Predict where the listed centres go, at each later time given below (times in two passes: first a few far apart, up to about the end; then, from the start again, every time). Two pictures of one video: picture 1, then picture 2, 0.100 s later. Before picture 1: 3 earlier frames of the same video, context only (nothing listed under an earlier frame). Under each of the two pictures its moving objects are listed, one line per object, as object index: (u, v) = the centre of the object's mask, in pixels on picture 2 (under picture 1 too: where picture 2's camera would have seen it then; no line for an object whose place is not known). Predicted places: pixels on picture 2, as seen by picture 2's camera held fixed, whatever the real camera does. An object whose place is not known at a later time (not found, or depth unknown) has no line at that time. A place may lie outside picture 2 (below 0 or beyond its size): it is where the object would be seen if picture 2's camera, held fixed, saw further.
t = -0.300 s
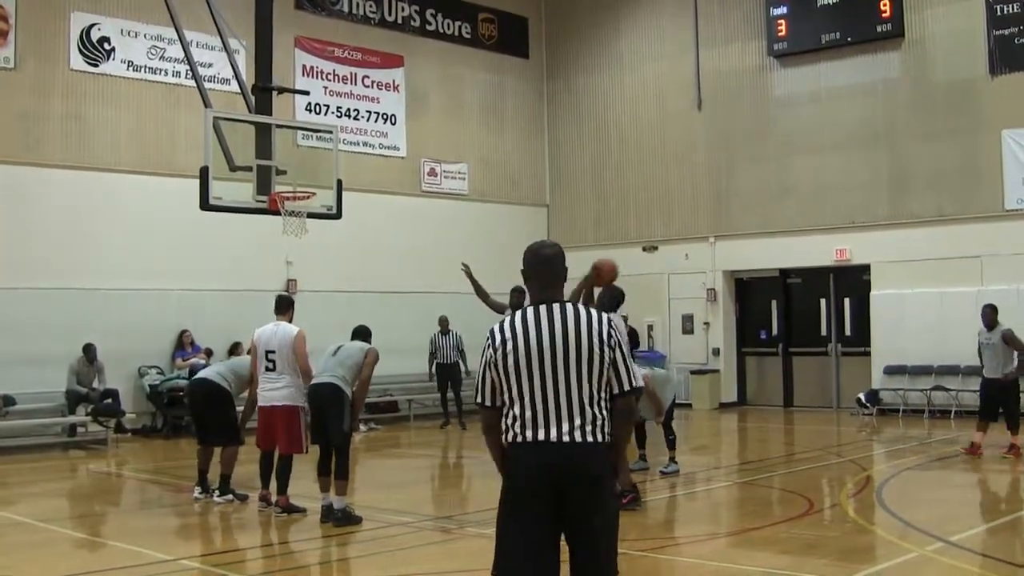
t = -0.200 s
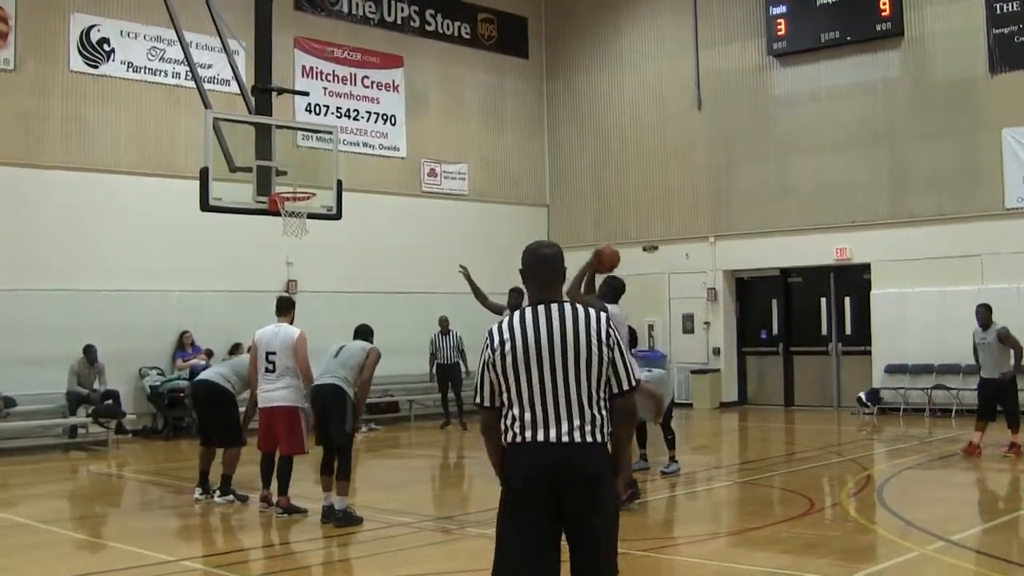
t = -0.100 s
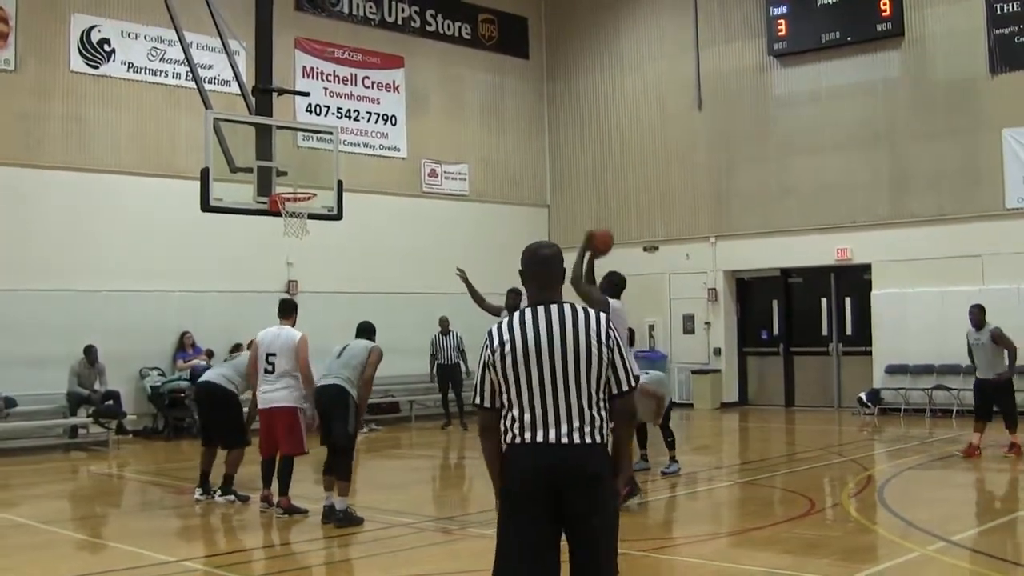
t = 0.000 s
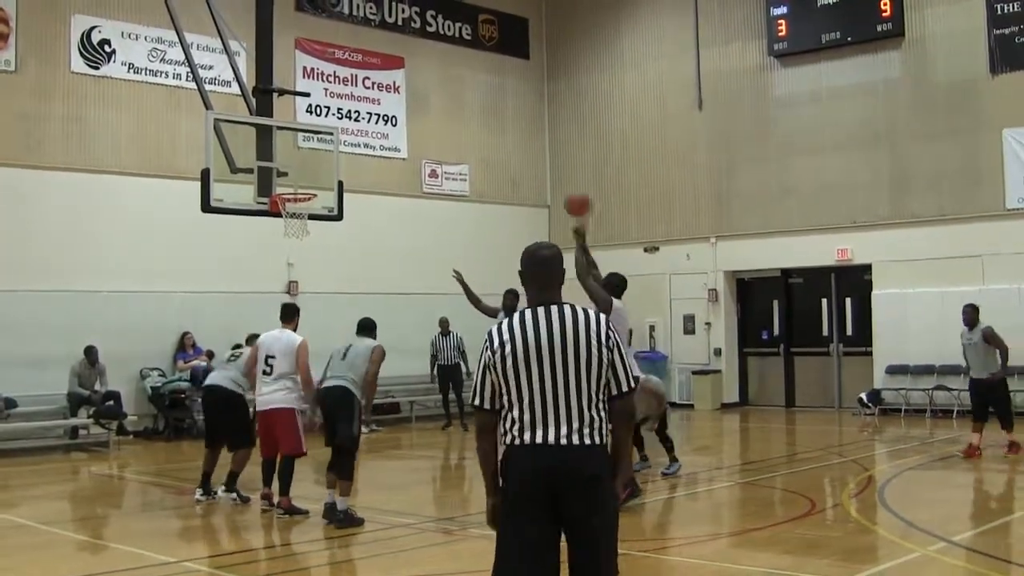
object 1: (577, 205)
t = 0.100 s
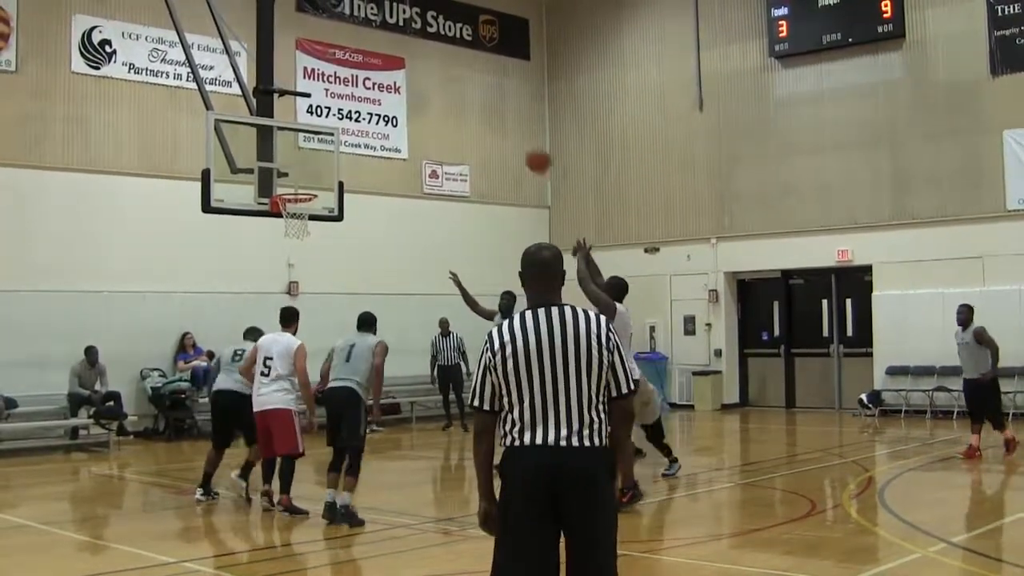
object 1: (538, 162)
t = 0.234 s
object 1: (489, 121)
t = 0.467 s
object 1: (413, 98)
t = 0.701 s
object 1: (347, 127)
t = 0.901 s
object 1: (297, 185)
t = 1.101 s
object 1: (304, 185)
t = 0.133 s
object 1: (525, 149)
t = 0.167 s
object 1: (513, 138)
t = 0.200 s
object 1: (500, 129)
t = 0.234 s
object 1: (489, 121)
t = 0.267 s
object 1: (477, 114)
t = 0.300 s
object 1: (465, 109)
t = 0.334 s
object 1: (455, 105)
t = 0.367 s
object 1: (444, 101)
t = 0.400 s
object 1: (433, 99)
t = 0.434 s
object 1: (422, 98)
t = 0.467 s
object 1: (413, 98)
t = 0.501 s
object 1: (403, 99)
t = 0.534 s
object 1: (393, 102)
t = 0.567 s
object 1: (384, 104)
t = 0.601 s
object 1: (374, 108)
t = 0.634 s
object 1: (365, 114)
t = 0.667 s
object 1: (356, 120)
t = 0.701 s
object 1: (347, 127)
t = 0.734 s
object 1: (339, 135)
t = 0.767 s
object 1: (329, 144)
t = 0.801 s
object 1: (321, 153)
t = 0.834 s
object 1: (313, 164)
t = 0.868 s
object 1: (305, 175)
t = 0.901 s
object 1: (297, 185)
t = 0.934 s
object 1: (293, 188)
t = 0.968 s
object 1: (290, 192)
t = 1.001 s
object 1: (288, 193)
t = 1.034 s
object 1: (292, 191)
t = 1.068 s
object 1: (298, 186)
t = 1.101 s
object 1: (304, 185)
